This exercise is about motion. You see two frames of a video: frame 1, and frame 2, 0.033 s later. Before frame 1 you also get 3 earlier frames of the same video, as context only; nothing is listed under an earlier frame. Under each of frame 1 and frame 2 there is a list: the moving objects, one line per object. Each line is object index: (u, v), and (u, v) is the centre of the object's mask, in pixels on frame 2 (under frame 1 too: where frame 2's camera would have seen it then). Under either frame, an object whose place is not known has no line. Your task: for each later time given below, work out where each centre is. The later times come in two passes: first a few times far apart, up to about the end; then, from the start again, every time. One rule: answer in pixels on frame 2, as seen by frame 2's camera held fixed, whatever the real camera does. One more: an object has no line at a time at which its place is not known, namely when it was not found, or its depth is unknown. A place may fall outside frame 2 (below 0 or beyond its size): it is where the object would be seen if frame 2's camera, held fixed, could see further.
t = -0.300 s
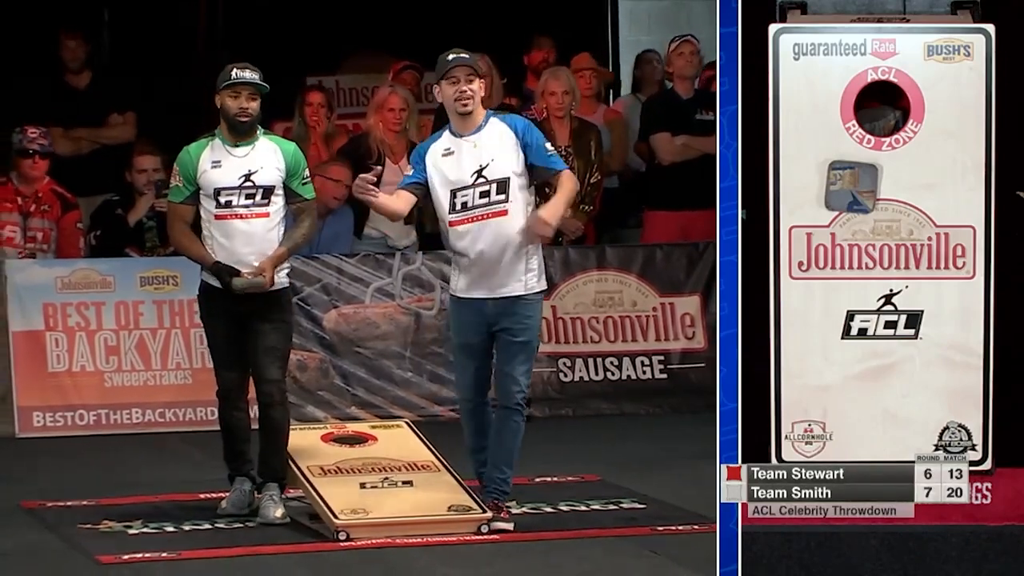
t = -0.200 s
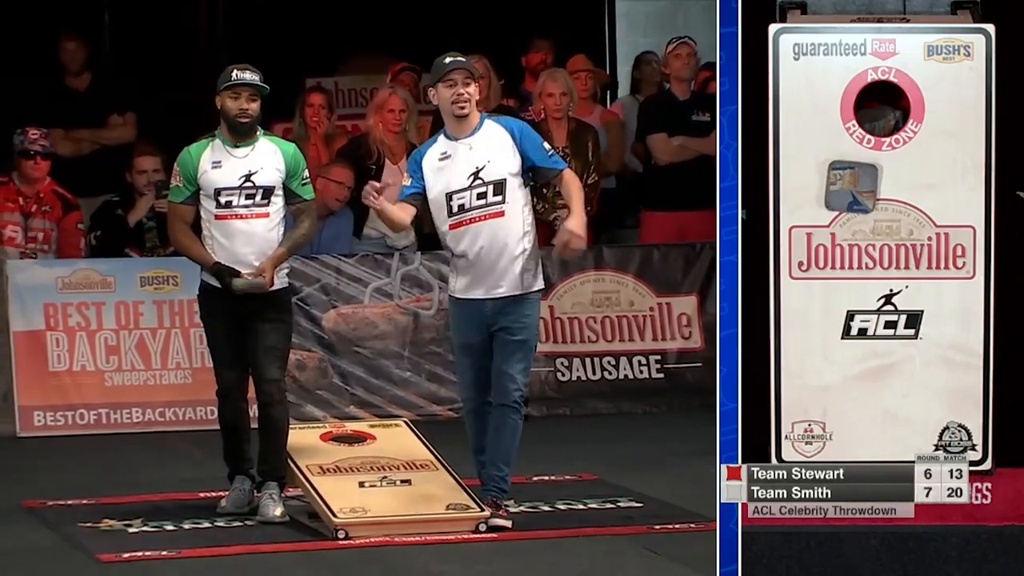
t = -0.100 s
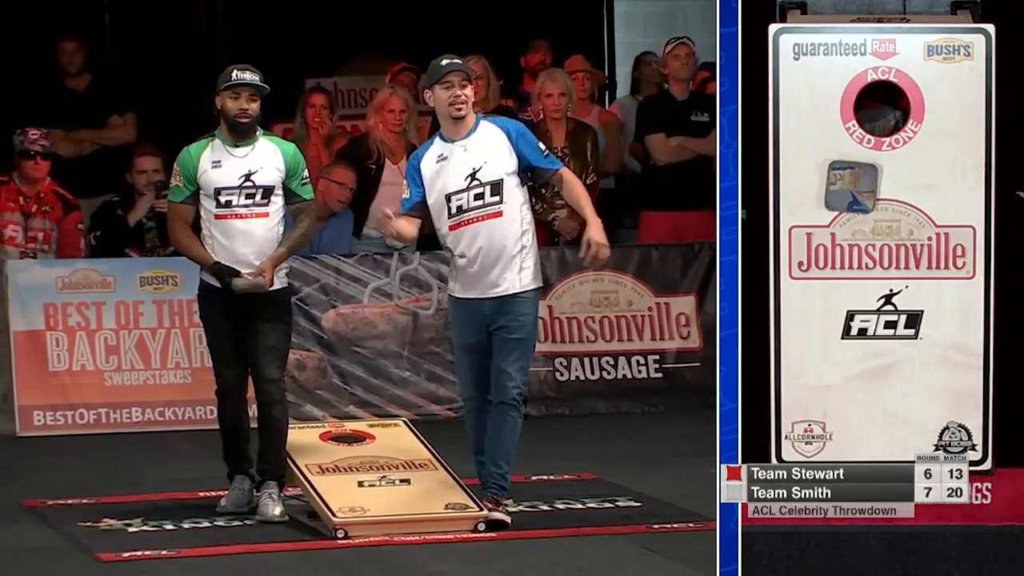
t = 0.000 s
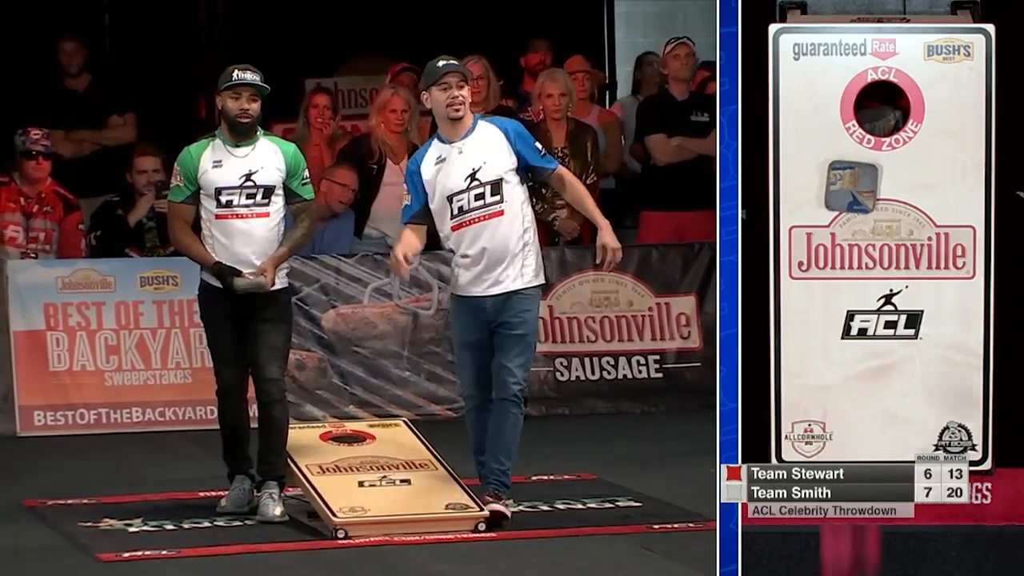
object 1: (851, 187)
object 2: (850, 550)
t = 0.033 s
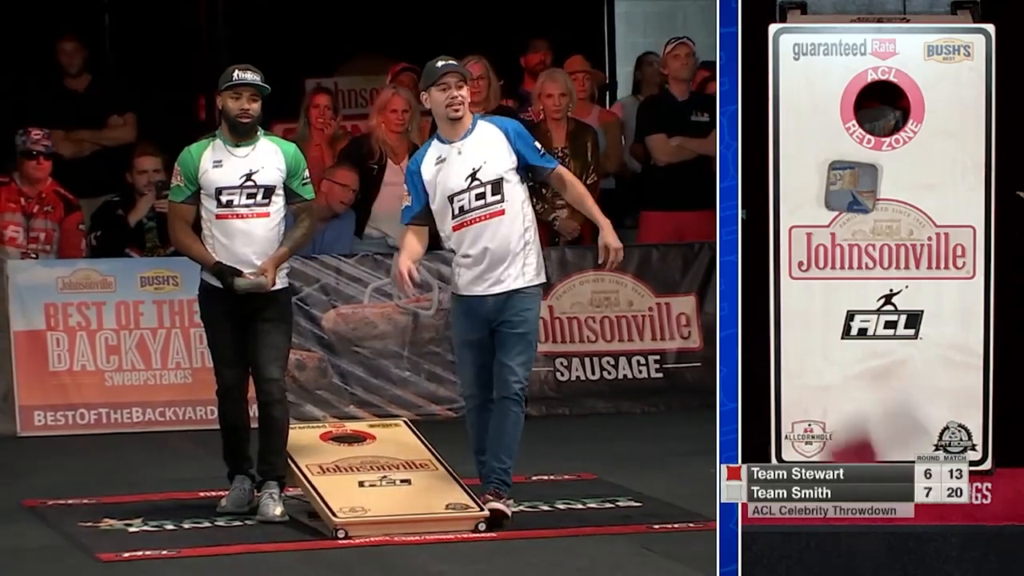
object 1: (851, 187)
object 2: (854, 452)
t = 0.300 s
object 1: (845, 171)
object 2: (879, 190)
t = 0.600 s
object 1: (847, 166)
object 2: (901, 150)
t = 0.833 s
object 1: (847, 166)
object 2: (901, 151)
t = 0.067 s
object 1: (851, 187)
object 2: (857, 384)
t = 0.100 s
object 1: (851, 187)
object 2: (859, 350)
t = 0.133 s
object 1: (851, 187)
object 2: (860, 316)
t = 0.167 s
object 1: (852, 187)
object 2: (864, 280)
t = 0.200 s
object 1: (851, 187)
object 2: (868, 247)
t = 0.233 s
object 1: (851, 183)
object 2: (871, 222)
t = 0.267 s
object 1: (848, 177)
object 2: (874, 204)
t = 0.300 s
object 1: (845, 171)
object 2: (879, 190)
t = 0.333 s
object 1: (844, 168)
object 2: (884, 177)
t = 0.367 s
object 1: (844, 165)
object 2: (889, 167)
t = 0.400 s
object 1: (844, 165)
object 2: (893, 159)
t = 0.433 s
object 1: (845, 165)
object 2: (896, 154)
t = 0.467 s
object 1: (846, 166)
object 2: (899, 151)
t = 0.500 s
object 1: (847, 166)
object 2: (900, 149)
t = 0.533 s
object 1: (847, 166)
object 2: (901, 149)
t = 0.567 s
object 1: (847, 166)
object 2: (901, 150)
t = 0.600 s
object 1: (847, 166)
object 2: (901, 150)
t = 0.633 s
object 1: (847, 166)
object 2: (901, 151)
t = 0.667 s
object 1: (847, 166)
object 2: (901, 151)
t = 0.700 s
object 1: (847, 166)
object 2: (901, 151)
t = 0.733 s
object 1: (847, 166)
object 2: (901, 151)
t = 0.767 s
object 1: (847, 166)
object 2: (901, 151)
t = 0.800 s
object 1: (847, 166)
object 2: (901, 151)
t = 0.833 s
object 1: (847, 166)
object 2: (901, 151)
